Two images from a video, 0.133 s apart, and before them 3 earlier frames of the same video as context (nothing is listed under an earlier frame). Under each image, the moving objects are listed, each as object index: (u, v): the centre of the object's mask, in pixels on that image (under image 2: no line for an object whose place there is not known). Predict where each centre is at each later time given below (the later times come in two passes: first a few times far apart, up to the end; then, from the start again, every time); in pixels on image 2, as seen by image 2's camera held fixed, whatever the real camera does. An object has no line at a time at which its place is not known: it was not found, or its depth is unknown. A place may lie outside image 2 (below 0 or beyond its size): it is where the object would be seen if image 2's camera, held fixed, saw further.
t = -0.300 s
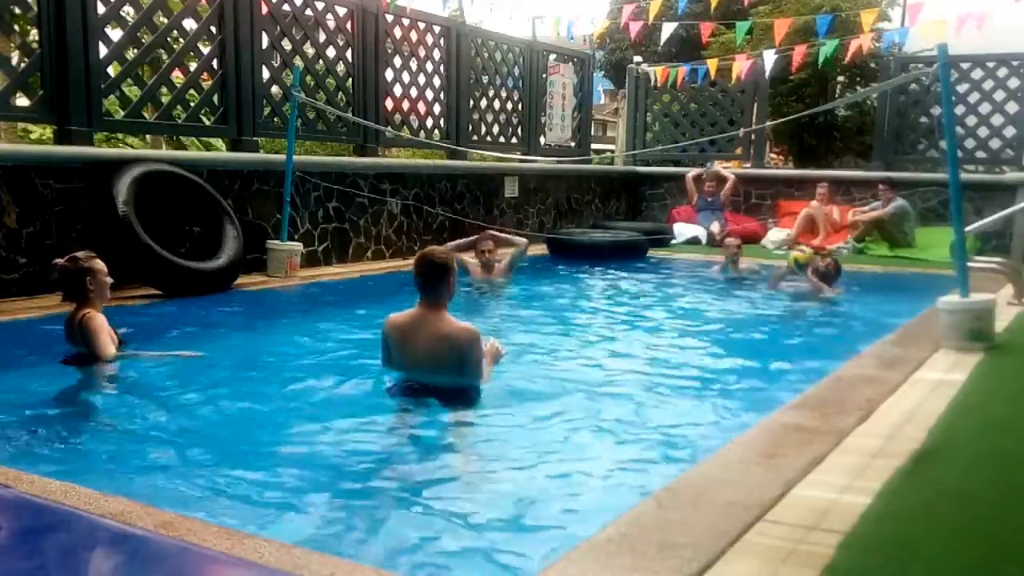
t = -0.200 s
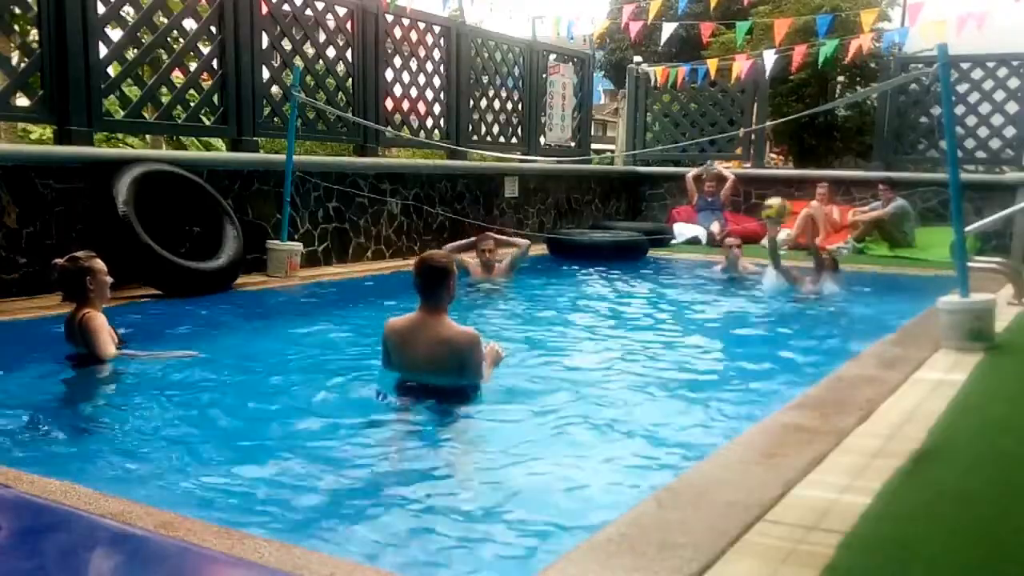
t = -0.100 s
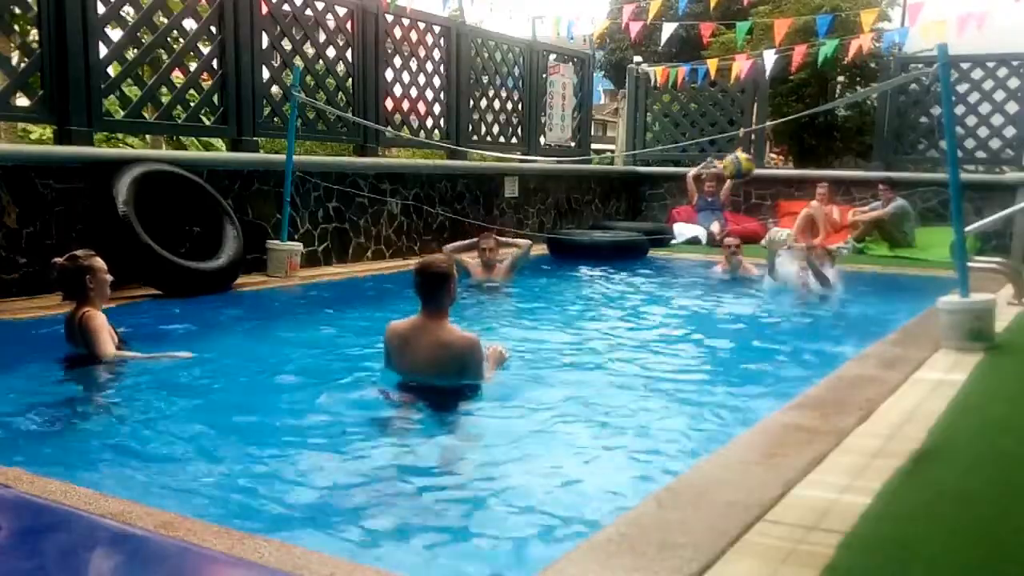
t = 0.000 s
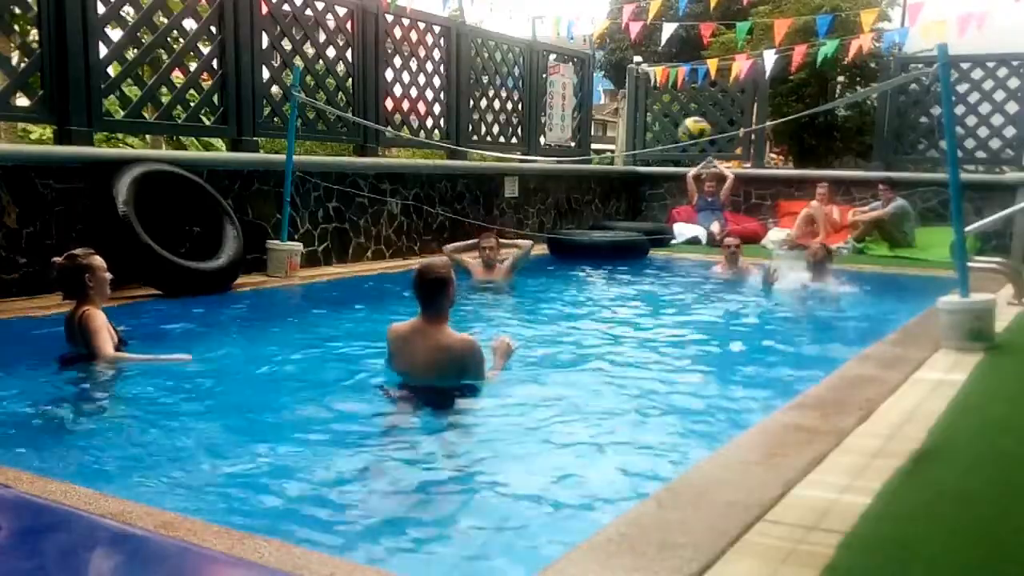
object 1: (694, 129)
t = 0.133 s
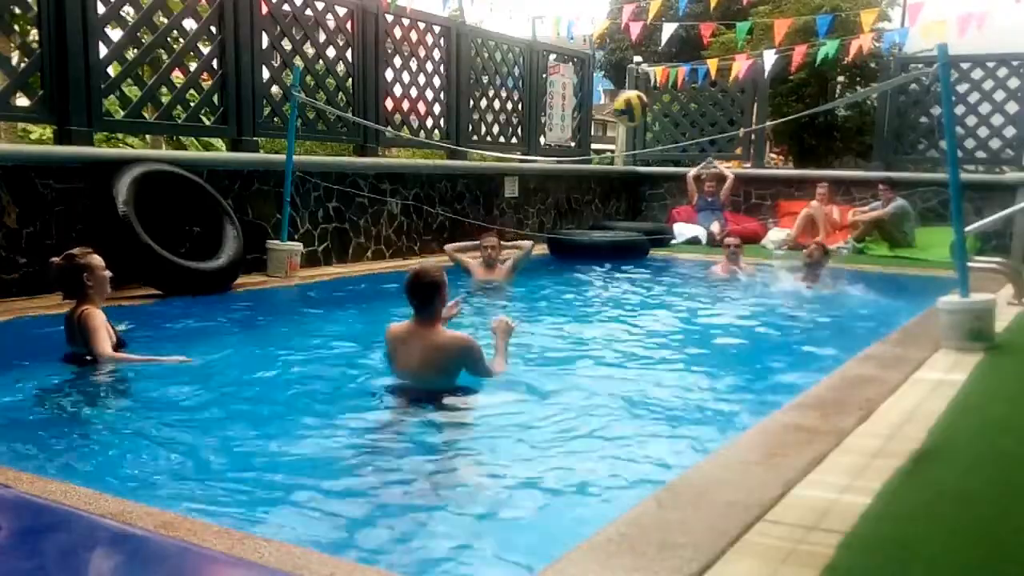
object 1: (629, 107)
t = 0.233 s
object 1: (577, 106)
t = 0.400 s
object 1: (475, 144)
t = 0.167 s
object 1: (614, 104)
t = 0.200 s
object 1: (594, 104)
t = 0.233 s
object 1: (577, 106)
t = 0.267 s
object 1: (557, 110)
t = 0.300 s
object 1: (537, 114)
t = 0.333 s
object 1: (518, 122)
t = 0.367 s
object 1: (497, 129)
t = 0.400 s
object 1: (475, 144)
